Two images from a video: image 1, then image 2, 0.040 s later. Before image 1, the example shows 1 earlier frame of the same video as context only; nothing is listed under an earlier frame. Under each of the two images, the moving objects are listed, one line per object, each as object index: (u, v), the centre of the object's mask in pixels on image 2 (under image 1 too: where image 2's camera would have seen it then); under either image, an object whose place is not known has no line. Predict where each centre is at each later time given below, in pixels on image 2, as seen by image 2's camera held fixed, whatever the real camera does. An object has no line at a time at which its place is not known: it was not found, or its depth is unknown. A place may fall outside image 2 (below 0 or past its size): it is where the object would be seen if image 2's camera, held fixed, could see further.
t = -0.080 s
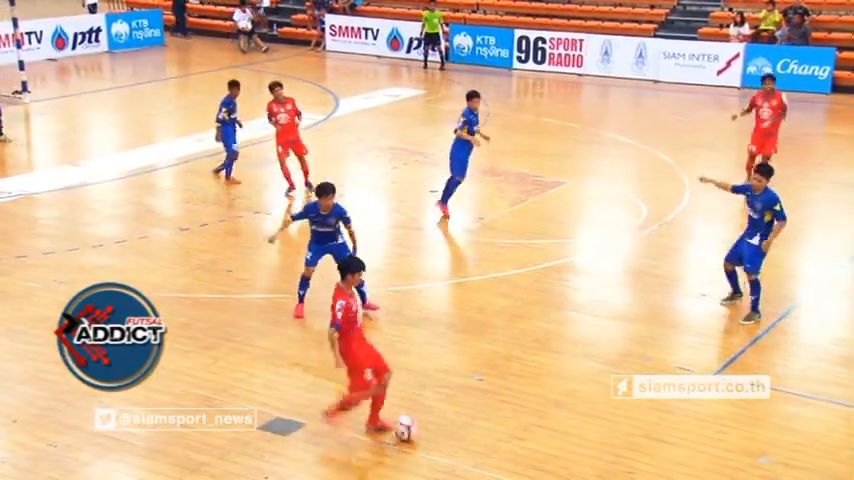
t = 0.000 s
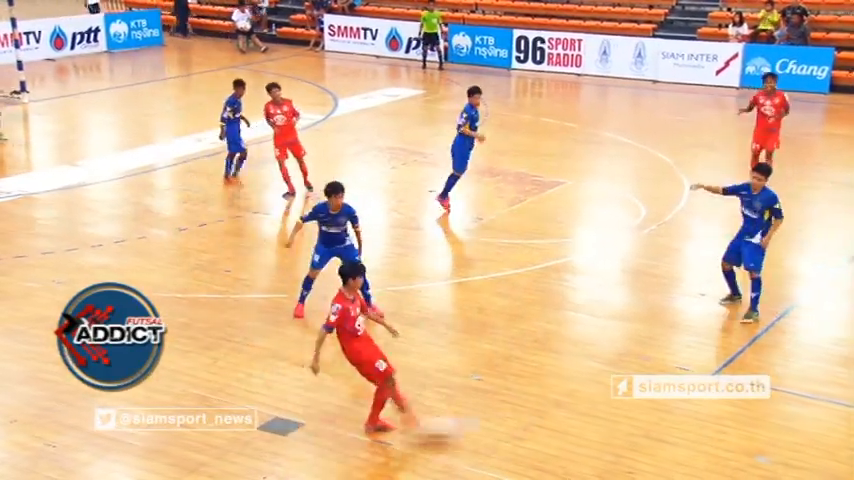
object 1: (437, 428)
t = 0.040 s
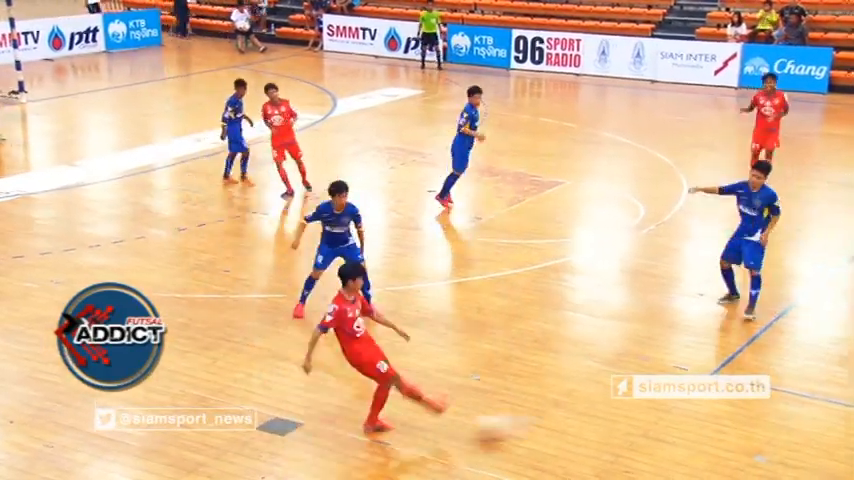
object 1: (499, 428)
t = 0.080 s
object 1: (552, 424)
